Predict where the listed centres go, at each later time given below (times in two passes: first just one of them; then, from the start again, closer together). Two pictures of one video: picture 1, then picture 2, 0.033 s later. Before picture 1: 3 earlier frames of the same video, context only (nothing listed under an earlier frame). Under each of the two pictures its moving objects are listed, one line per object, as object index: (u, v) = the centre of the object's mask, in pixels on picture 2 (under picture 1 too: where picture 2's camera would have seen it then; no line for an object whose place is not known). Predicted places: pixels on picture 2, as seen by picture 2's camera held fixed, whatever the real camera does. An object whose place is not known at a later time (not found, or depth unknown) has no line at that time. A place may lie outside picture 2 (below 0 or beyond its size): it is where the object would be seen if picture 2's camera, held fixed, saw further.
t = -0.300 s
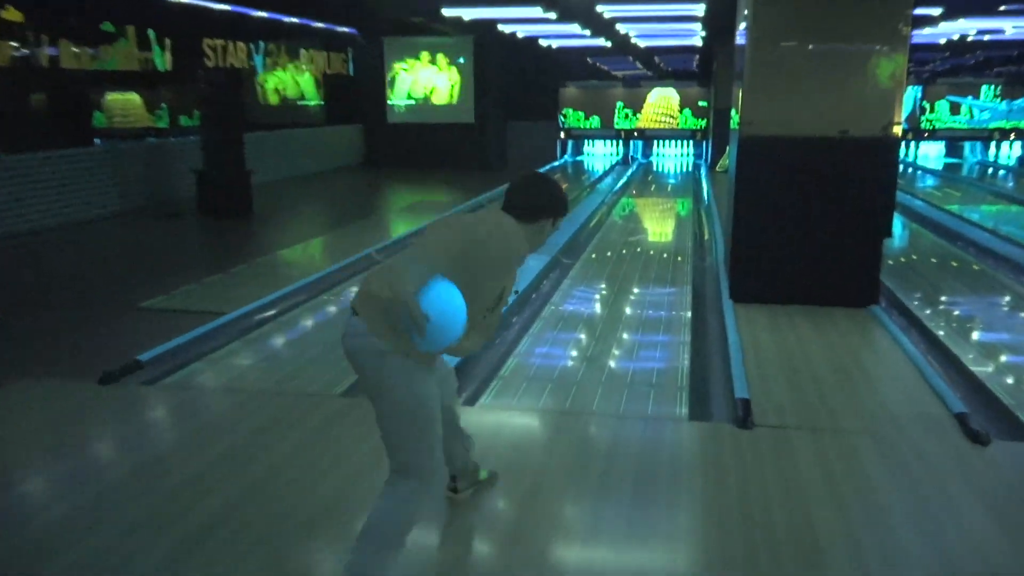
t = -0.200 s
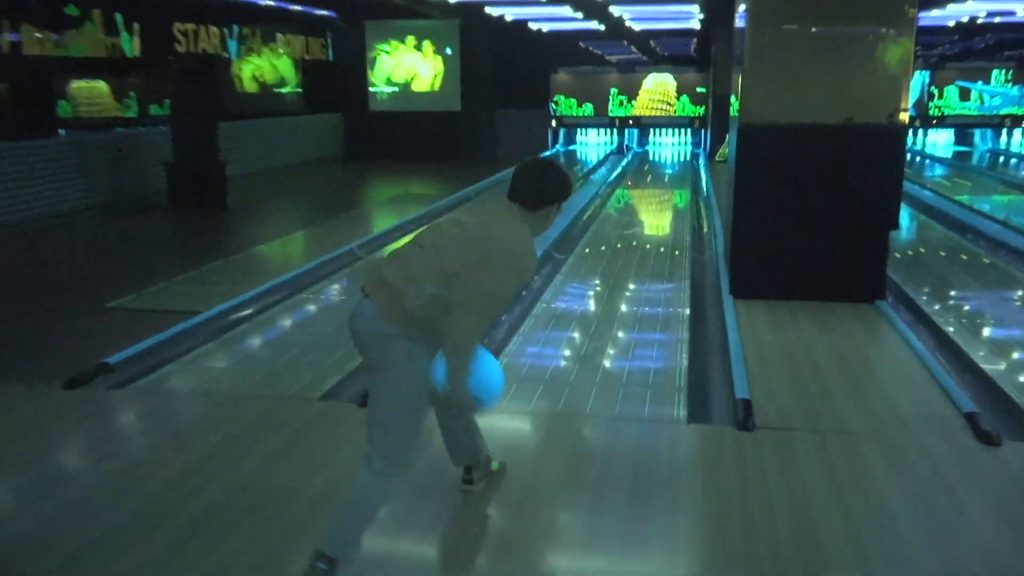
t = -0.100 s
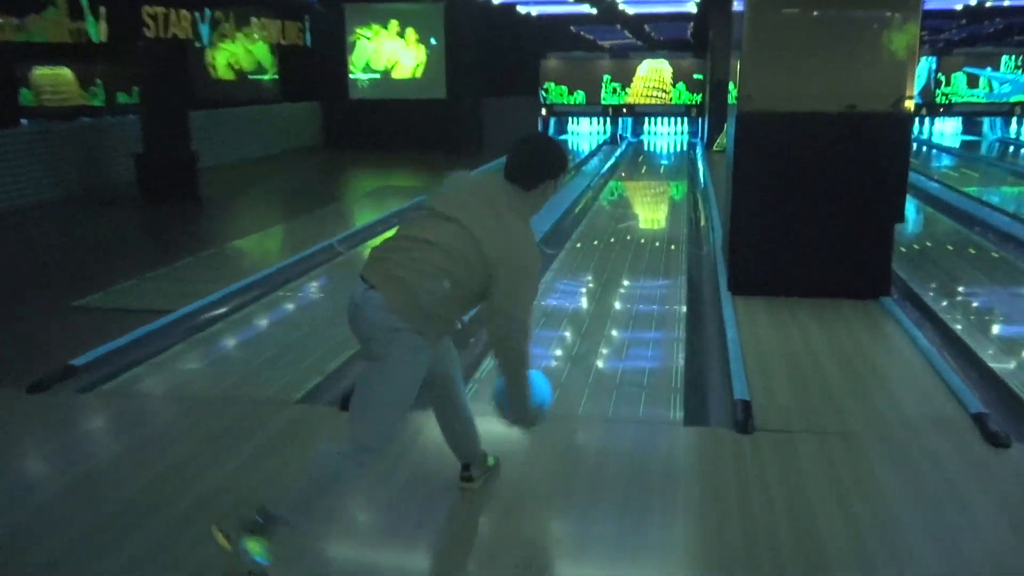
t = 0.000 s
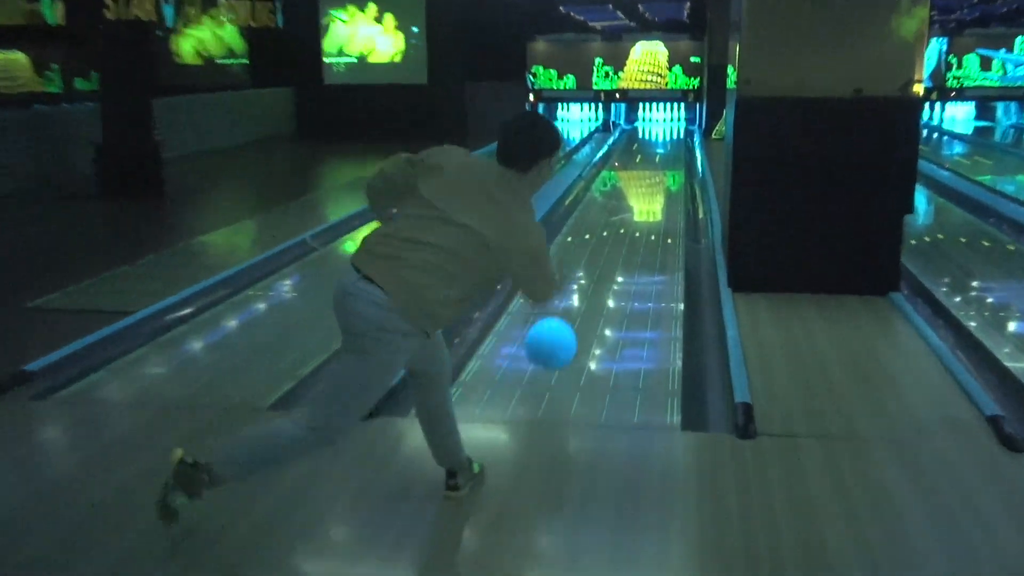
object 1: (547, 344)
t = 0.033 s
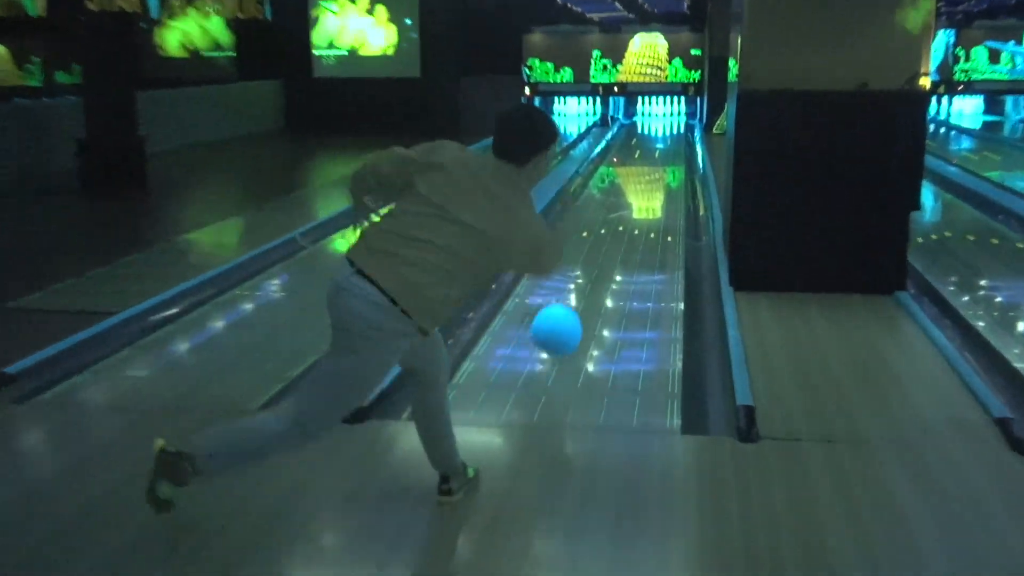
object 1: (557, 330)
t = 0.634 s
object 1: (636, 217)
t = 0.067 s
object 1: (565, 319)
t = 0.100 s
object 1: (573, 311)
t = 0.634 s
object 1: (636, 217)
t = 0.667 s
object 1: (638, 210)
